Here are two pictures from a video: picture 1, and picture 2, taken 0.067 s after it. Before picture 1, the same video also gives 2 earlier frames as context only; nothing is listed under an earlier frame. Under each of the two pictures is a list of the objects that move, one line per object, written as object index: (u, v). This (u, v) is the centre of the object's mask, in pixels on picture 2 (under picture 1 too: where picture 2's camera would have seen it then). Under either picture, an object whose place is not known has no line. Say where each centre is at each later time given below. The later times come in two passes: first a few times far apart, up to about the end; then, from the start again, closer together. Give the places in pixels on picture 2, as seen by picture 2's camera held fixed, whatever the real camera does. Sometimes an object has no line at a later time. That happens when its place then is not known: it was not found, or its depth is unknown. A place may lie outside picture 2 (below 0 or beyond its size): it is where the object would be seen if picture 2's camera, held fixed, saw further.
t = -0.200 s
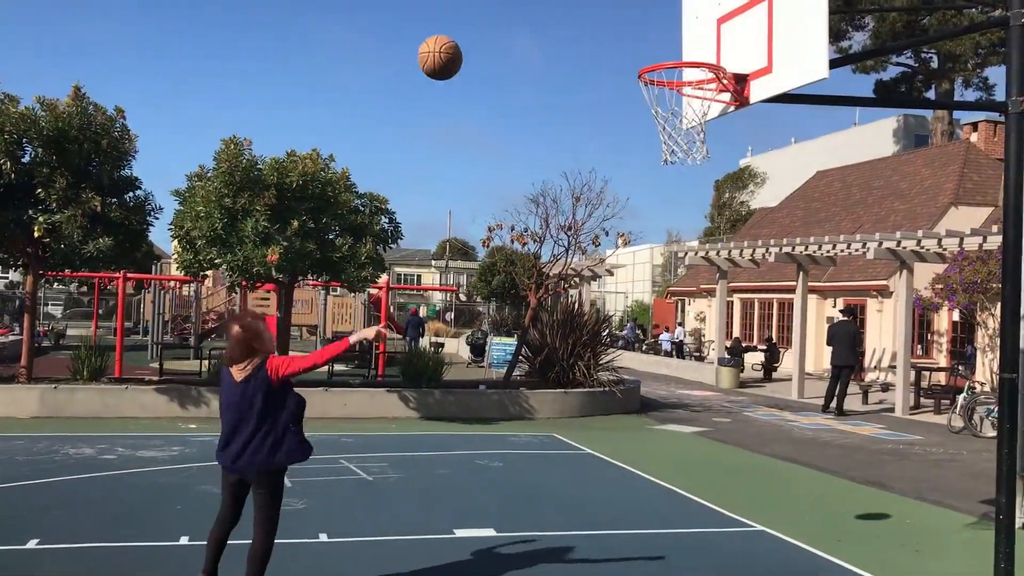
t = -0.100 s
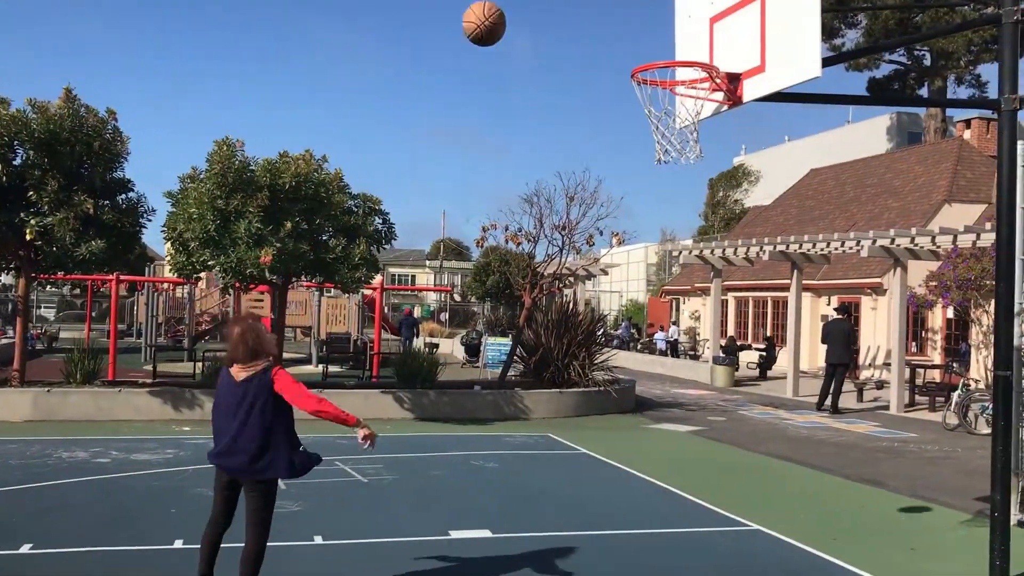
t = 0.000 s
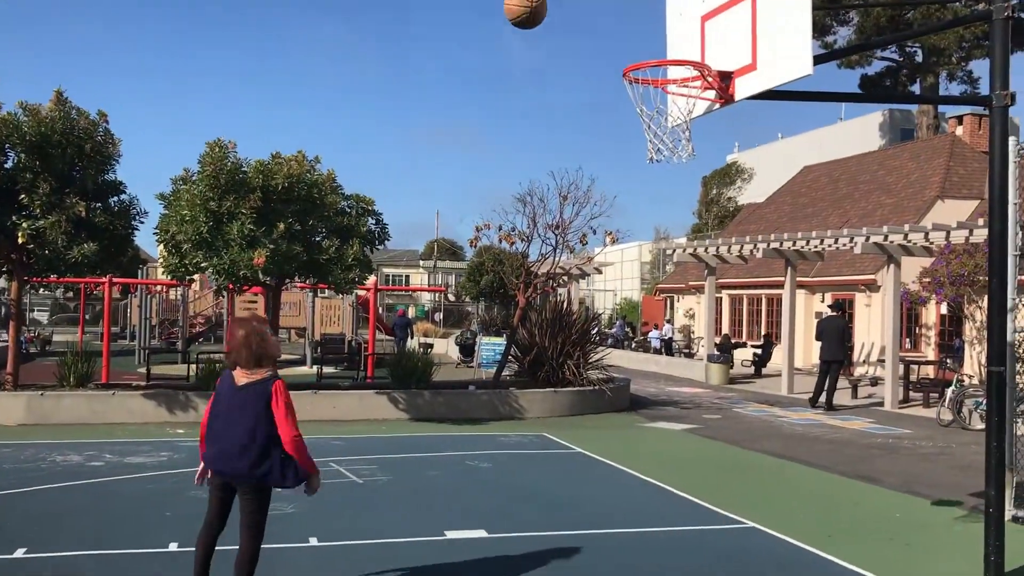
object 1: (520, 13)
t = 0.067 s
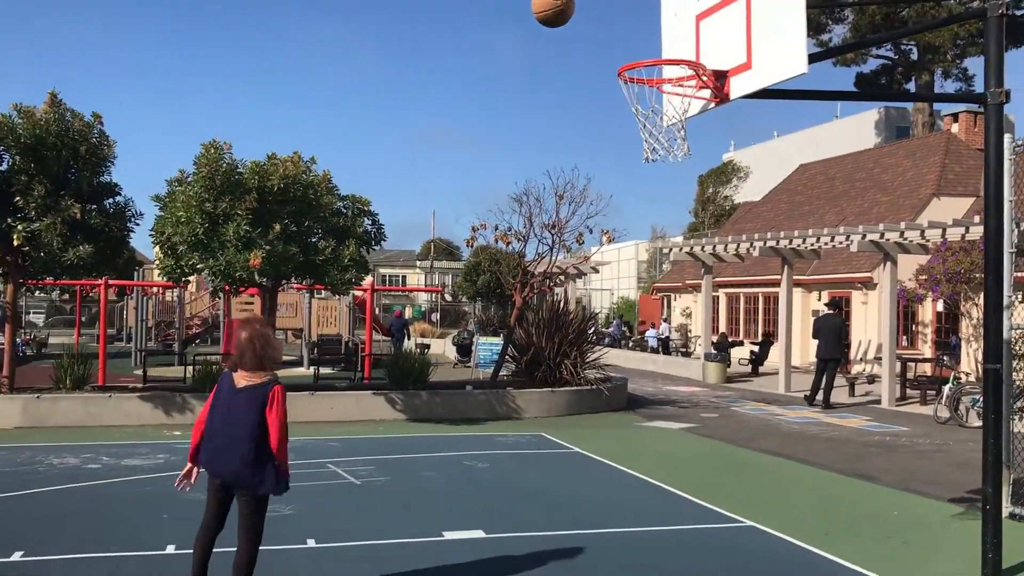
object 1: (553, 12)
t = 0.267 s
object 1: (648, 43)
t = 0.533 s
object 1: (641, 175)
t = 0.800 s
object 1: (594, 404)
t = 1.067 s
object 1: (546, 501)
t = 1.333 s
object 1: (505, 346)
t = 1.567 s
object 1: (466, 315)
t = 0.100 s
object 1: (569, 13)
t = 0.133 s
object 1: (585, 15)
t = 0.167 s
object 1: (601, 18)
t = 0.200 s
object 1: (617, 24)
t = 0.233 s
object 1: (632, 34)
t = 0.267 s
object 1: (648, 43)
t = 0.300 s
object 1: (663, 59)
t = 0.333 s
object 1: (677, 80)
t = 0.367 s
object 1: (675, 88)
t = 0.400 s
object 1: (668, 105)
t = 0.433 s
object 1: (660, 122)
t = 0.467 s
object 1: (653, 139)
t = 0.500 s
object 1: (647, 156)
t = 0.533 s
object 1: (641, 175)
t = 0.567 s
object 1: (636, 196)
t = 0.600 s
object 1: (630, 219)
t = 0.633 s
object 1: (624, 245)
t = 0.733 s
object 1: (606, 334)
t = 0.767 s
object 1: (601, 367)
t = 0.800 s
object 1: (594, 404)
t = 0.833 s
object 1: (587, 442)
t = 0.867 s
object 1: (581, 484)
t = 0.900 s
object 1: (575, 528)
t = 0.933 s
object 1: (568, 561)
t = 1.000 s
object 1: (556, 553)
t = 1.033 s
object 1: (552, 529)
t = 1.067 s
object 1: (546, 501)
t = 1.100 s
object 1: (541, 474)
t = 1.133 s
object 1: (536, 449)
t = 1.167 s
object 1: (531, 427)
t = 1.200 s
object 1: (525, 406)
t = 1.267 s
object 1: (515, 373)
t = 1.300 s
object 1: (510, 358)
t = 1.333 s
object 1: (505, 346)
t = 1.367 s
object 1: (498, 335)
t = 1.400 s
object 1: (491, 326)
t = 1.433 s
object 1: (488, 320)
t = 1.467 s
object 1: (483, 316)
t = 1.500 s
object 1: (477, 314)
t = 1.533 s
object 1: (471, 314)
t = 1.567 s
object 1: (466, 315)
